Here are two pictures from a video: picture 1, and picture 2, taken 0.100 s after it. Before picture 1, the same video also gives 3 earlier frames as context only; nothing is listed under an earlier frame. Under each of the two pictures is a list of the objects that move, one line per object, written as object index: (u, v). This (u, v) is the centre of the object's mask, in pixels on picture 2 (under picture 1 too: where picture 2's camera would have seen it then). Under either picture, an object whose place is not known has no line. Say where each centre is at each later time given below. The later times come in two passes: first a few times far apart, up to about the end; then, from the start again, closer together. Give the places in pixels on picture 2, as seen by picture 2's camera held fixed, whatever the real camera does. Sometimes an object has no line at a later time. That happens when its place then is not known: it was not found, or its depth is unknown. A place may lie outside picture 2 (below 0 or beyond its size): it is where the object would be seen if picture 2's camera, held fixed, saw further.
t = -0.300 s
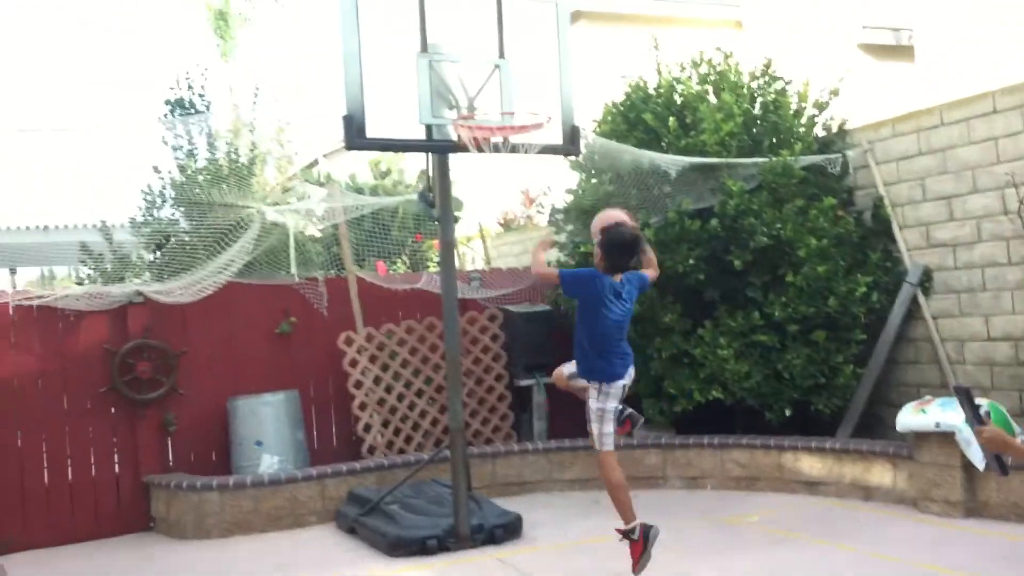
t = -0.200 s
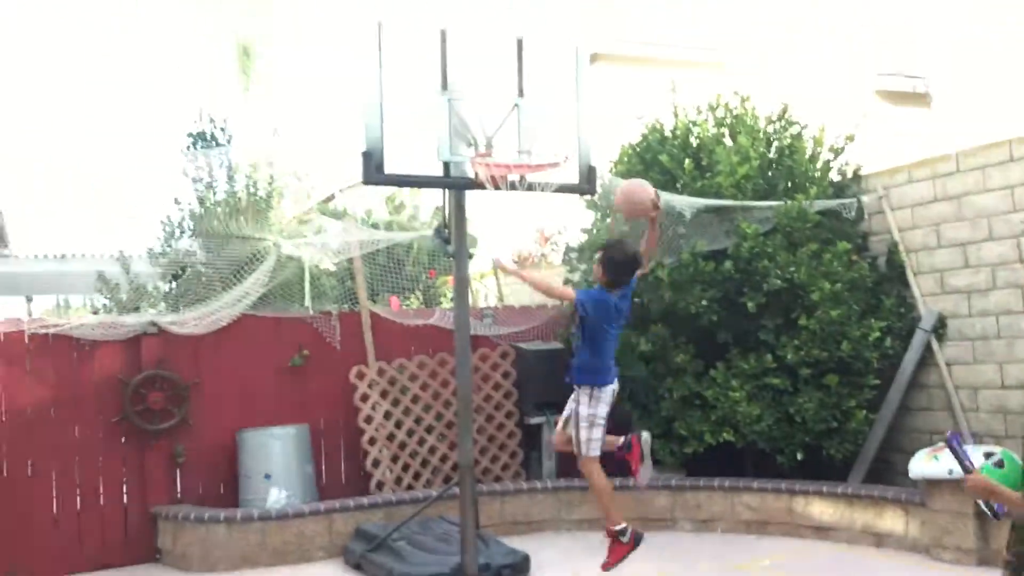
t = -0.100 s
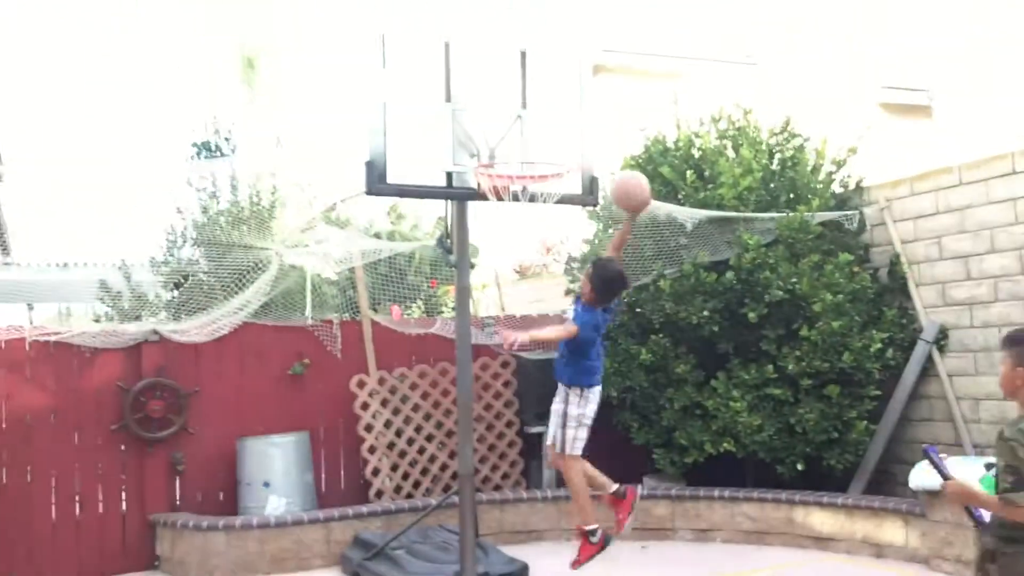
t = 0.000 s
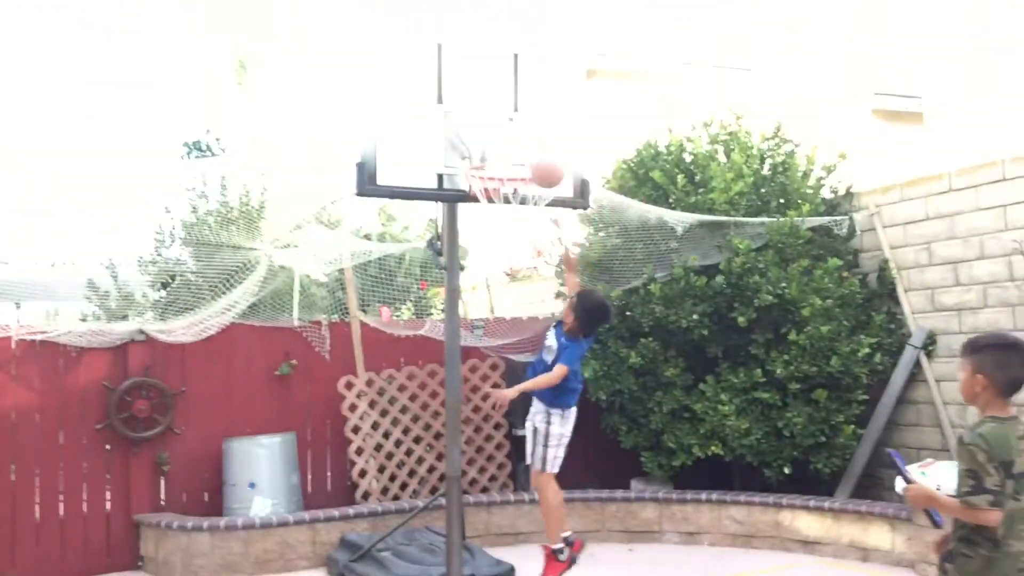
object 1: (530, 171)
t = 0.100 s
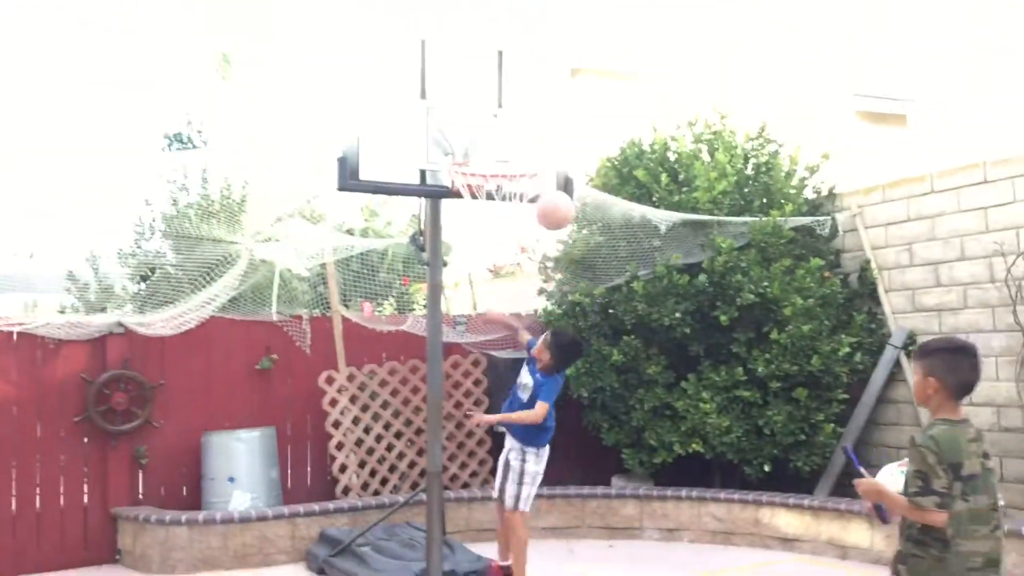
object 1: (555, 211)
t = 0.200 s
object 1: (583, 290)
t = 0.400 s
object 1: (668, 583)
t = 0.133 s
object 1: (564, 233)
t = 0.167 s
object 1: (574, 259)
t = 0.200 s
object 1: (583, 290)
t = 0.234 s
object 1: (594, 325)
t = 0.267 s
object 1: (605, 364)
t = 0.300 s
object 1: (619, 411)
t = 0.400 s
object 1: (668, 583)
